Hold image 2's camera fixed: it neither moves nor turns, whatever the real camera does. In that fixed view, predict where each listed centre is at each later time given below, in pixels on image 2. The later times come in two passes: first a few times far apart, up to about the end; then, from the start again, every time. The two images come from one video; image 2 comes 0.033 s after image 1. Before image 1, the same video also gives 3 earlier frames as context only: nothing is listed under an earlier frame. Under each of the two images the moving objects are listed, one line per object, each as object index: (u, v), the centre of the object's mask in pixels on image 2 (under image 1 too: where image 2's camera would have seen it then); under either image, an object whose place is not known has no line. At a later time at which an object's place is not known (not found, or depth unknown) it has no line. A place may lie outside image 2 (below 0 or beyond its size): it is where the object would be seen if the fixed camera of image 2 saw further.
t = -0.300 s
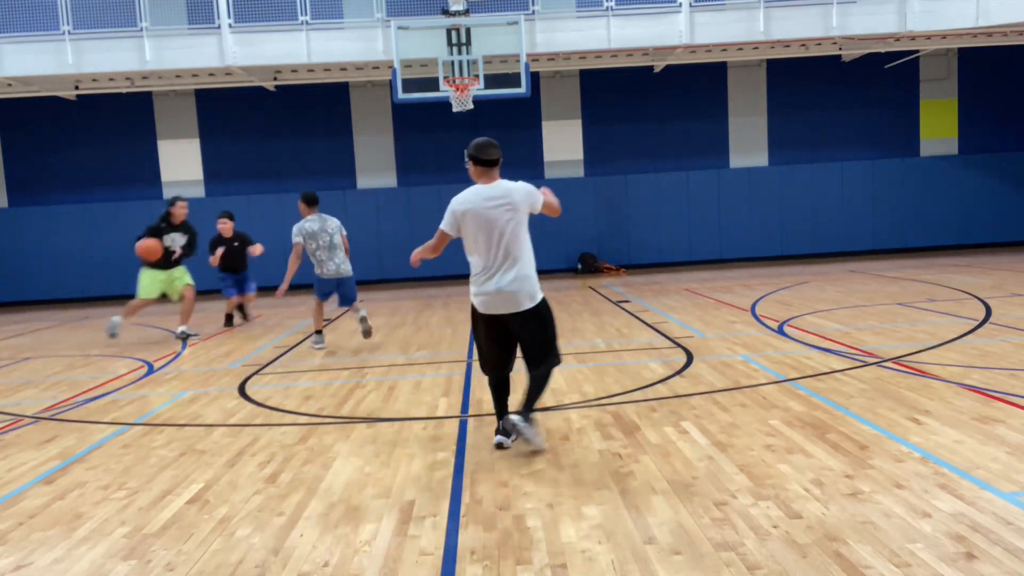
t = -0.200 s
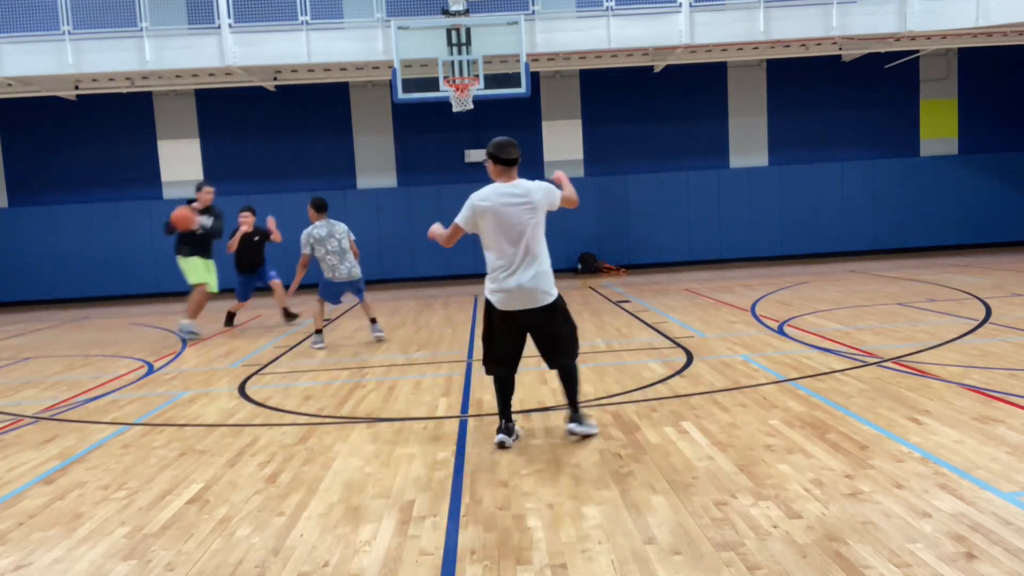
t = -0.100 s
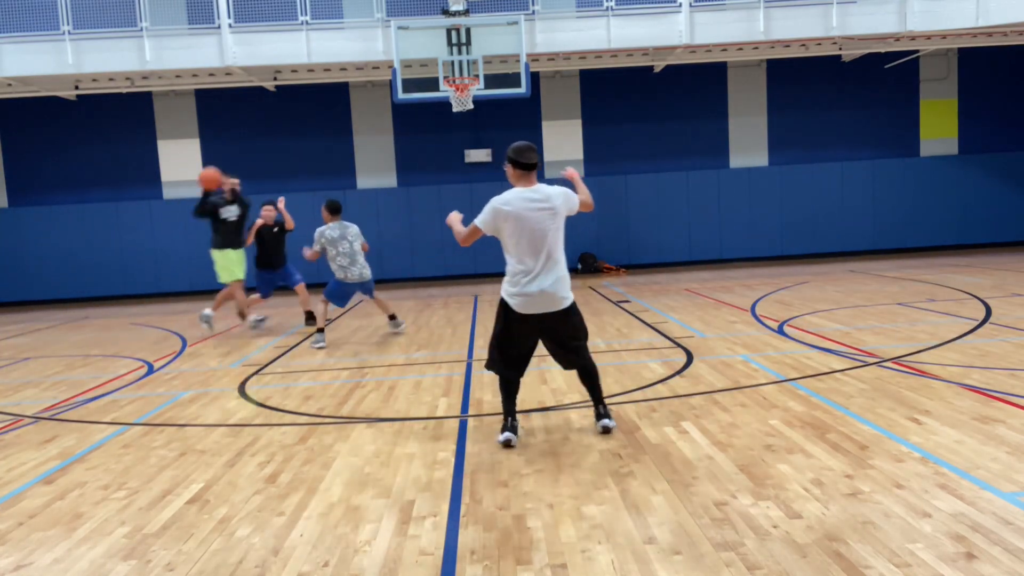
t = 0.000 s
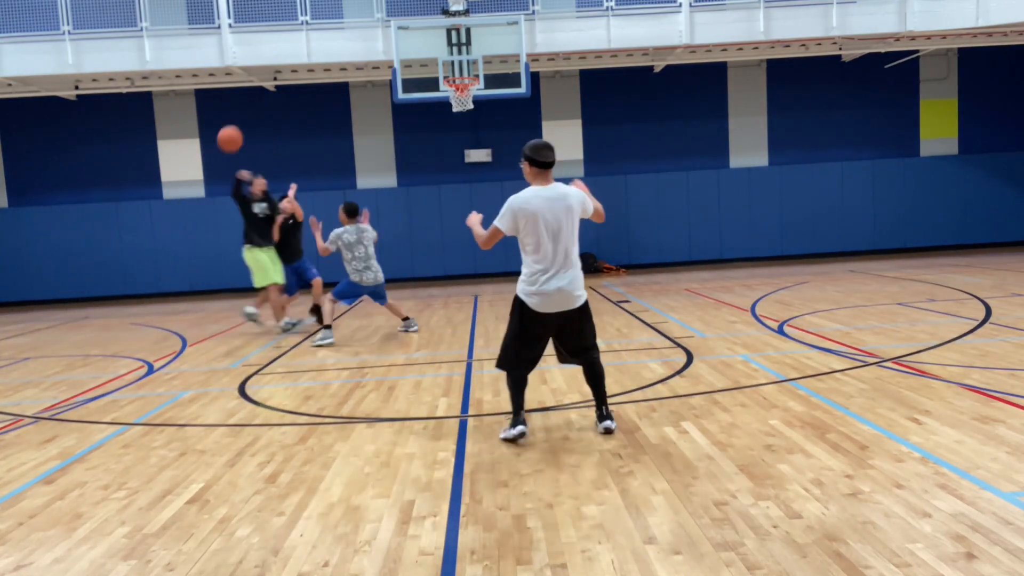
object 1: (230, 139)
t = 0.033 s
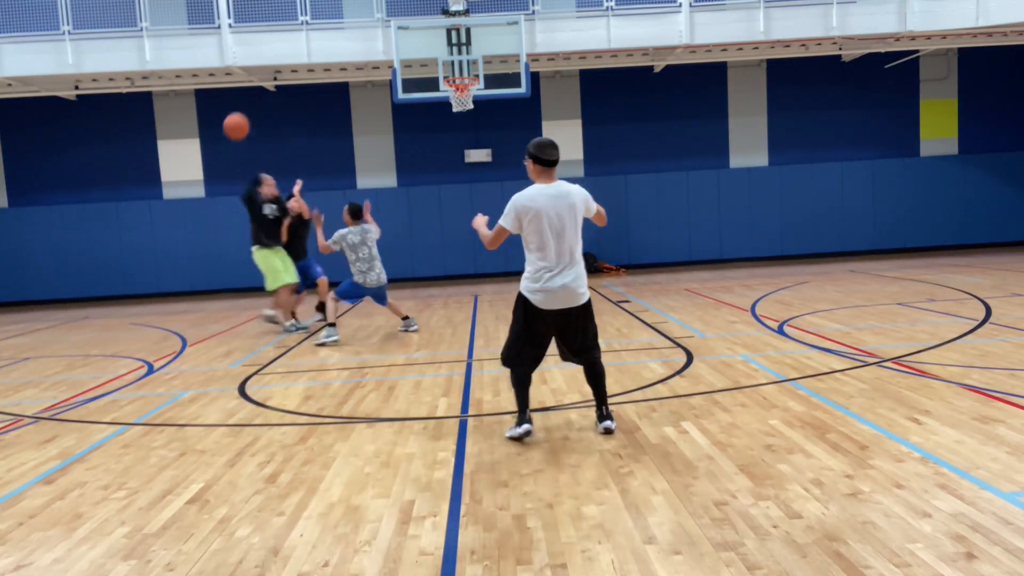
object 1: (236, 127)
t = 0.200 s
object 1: (275, 73)
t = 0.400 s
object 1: (343, 30)
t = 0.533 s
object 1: (405, 26)
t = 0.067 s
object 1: (243, 114)
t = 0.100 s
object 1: (250, 103)
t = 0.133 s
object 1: (258, 92)
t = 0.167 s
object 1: (267, 82)
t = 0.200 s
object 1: (275, 73)
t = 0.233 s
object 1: (285, 63)
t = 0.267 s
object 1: (295, 54)
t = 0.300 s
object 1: (305, 47)
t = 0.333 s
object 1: (317, 41)
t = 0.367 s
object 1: (330, 35)
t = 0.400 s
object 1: (343, 30)
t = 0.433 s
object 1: (357, 27)
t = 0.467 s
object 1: (372, 26)
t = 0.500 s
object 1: (388, 25)
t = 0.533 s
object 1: (405, 26)
